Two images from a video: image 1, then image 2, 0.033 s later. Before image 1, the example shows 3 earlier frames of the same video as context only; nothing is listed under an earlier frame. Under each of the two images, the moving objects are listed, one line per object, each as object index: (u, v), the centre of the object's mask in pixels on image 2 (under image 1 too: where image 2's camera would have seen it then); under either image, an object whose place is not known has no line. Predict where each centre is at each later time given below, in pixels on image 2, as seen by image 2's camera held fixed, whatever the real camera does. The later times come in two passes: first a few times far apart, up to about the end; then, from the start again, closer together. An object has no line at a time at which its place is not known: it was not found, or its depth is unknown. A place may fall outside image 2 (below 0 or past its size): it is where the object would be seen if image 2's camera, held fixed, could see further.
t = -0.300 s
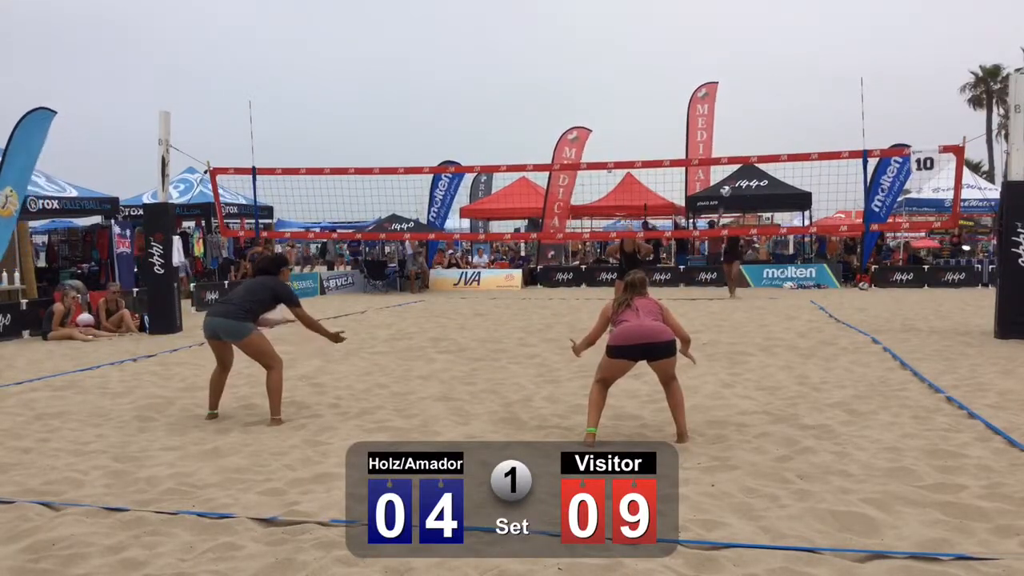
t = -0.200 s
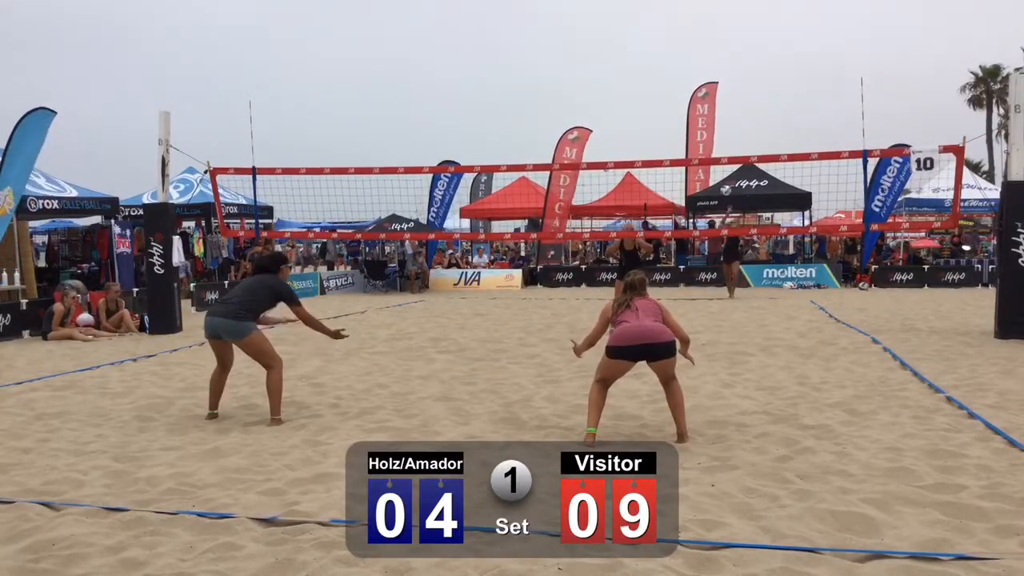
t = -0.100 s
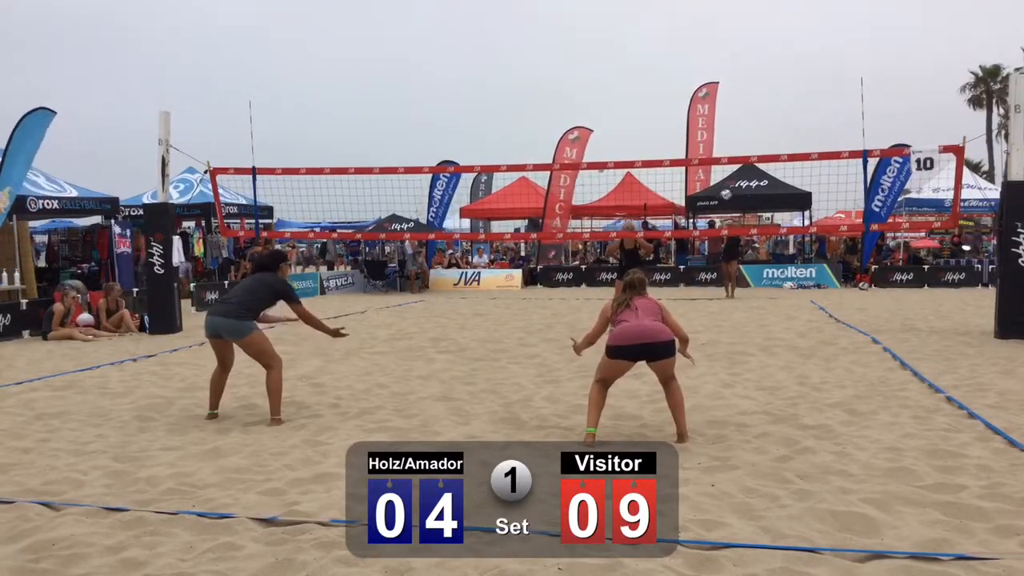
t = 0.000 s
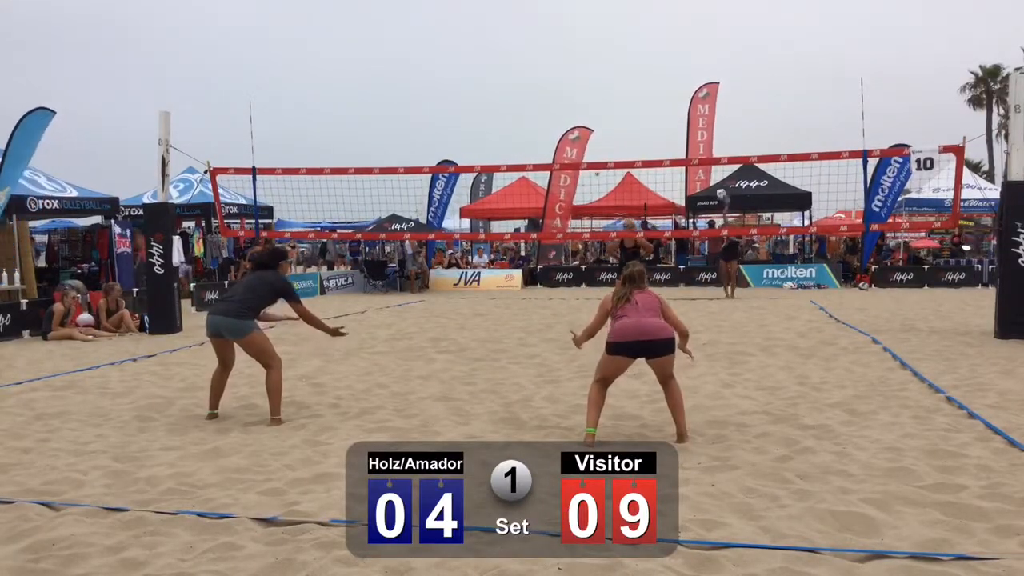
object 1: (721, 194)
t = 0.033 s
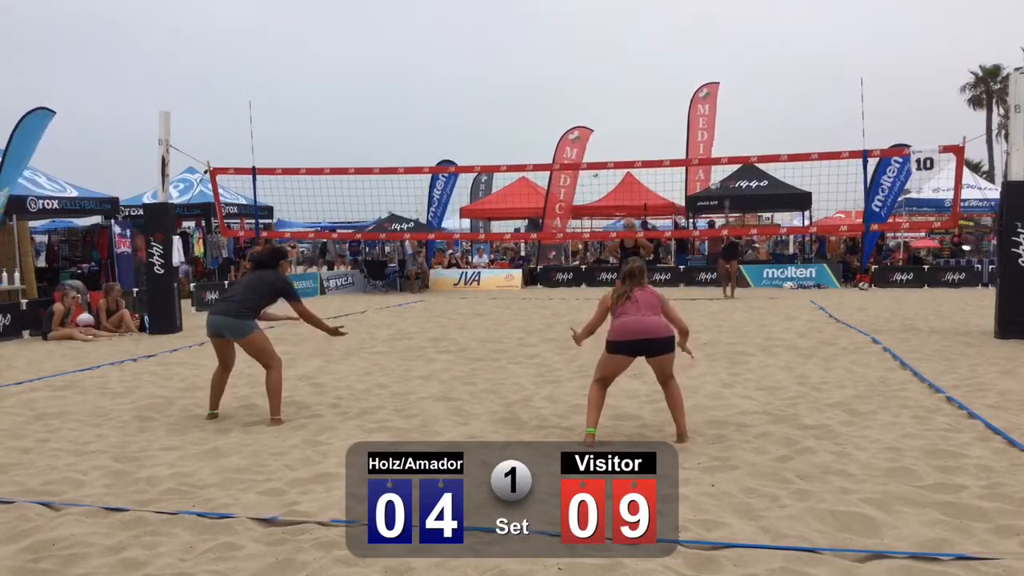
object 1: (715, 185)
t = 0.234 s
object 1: (668, 139)
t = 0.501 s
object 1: (588, 95)
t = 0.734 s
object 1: (498, 92)
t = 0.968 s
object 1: (376, 141)
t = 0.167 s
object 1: (684, 153)
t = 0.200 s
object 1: (677, 146)
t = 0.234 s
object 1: (668, 139)
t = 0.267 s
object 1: (660, 132)
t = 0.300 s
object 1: (650, 125)
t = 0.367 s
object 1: (631, 112)
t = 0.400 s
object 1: (621, 107)
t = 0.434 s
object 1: (609, 102)
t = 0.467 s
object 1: (599, 99)
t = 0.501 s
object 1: (588, 95)
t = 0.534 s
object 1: (576, 93)
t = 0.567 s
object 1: (565, 91)
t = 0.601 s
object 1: (552, 90)
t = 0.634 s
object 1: (539, 89)
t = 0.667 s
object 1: (525, 89)
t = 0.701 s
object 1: (512, 90)
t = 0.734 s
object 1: (498, 92)
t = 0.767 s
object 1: (482, 95)
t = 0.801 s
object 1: (467, 99)
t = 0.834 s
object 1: (450, 105)
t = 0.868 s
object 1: (433, 112)
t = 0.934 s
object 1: (396, 130)
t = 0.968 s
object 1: (376, 141)
